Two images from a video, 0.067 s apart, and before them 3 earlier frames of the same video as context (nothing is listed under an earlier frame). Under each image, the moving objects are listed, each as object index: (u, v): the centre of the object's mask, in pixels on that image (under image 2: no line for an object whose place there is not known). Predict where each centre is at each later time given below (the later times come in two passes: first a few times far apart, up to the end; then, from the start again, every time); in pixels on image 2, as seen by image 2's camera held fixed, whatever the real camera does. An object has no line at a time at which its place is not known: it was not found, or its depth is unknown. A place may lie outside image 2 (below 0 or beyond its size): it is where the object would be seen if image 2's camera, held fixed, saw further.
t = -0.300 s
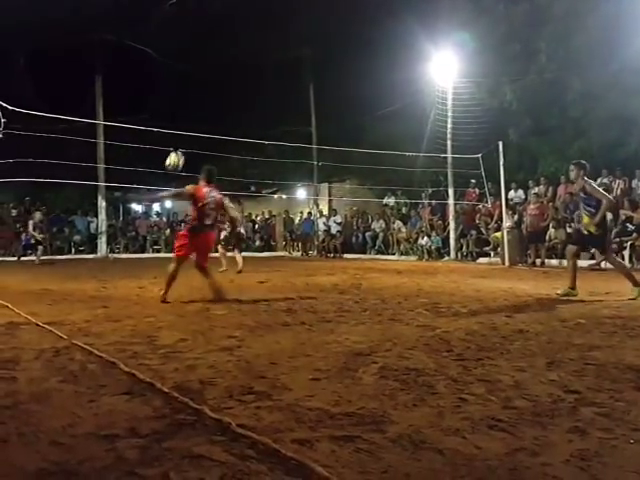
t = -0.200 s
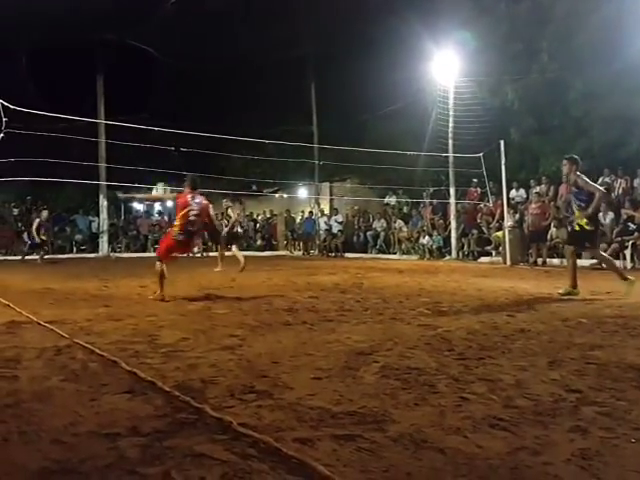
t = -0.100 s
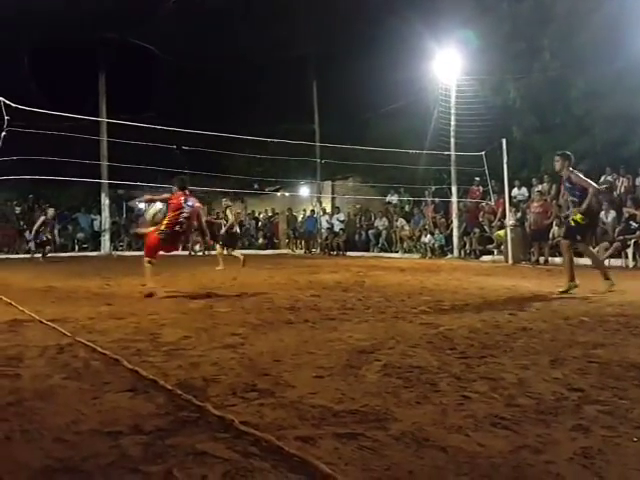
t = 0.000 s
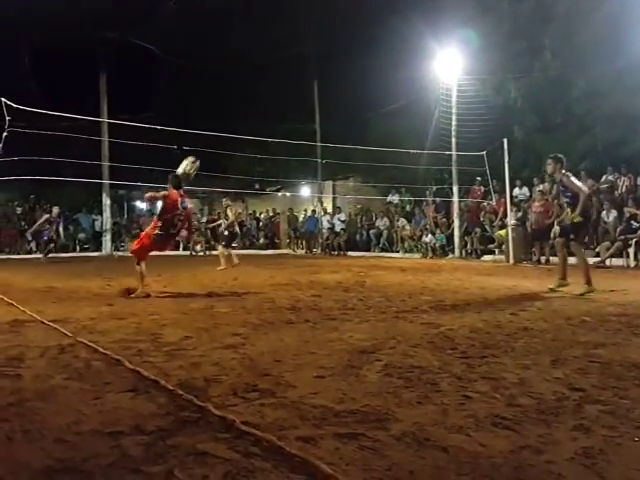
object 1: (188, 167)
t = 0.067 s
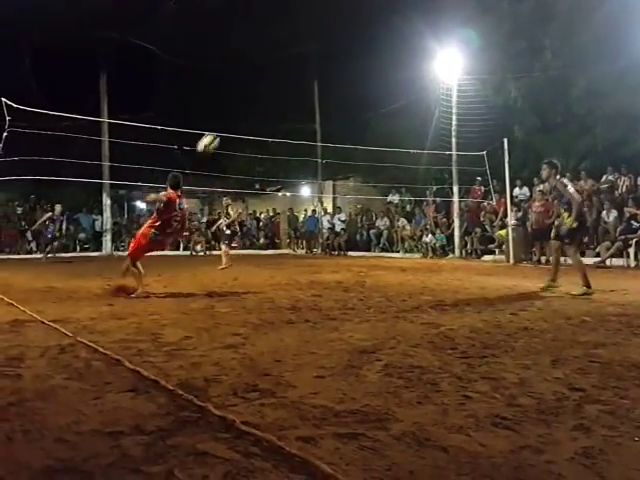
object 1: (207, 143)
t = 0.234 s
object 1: (254, 100)
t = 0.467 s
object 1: (315, 76)
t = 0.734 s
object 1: (380, 95)
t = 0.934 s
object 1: (425, 138)
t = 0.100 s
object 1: (217, 133)
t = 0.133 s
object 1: (226, 124)
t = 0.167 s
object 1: (236, 115)
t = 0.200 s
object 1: (245, 107)
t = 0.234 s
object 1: (254, 100)
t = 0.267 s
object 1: (263, 95)
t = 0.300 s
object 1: (273, 89)
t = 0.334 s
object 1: (281, 85)
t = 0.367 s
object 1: (290, 82)
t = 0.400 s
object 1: (299, 79)
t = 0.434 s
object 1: (307, 77)
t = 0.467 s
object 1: (315, 76)
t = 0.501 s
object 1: (324, 76)
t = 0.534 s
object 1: (332, 76)
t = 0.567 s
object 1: (340, 77)
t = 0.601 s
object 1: (348, 79)
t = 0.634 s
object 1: (357, 82)
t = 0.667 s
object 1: (364, 85)
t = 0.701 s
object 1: (372, 90)
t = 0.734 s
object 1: (380, 95)
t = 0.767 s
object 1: (388, 100)
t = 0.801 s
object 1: (395, 107)
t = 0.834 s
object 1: (402, 113)
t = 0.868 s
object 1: (410, 121)
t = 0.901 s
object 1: (417, 129)
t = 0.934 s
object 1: (425, 138)
